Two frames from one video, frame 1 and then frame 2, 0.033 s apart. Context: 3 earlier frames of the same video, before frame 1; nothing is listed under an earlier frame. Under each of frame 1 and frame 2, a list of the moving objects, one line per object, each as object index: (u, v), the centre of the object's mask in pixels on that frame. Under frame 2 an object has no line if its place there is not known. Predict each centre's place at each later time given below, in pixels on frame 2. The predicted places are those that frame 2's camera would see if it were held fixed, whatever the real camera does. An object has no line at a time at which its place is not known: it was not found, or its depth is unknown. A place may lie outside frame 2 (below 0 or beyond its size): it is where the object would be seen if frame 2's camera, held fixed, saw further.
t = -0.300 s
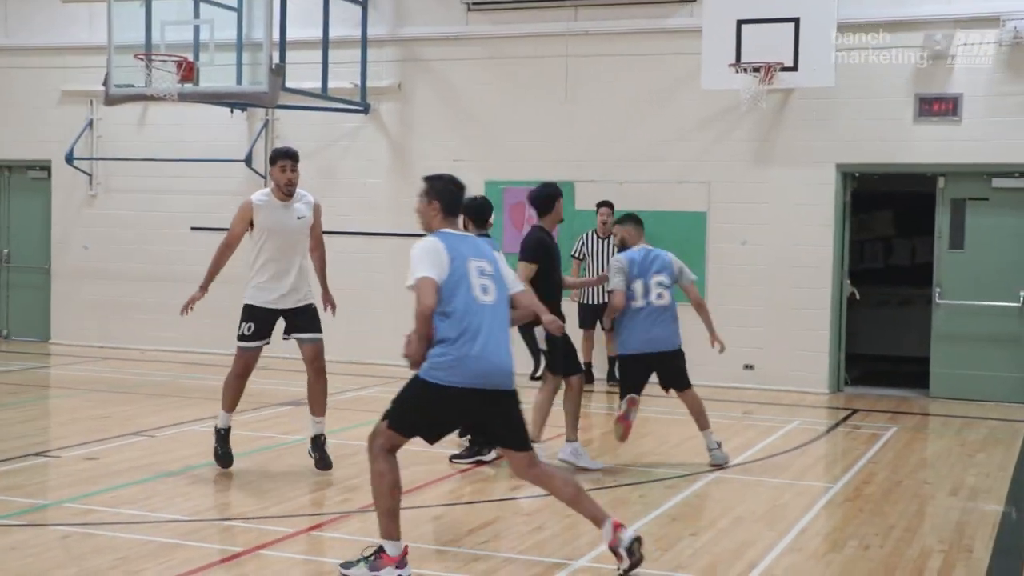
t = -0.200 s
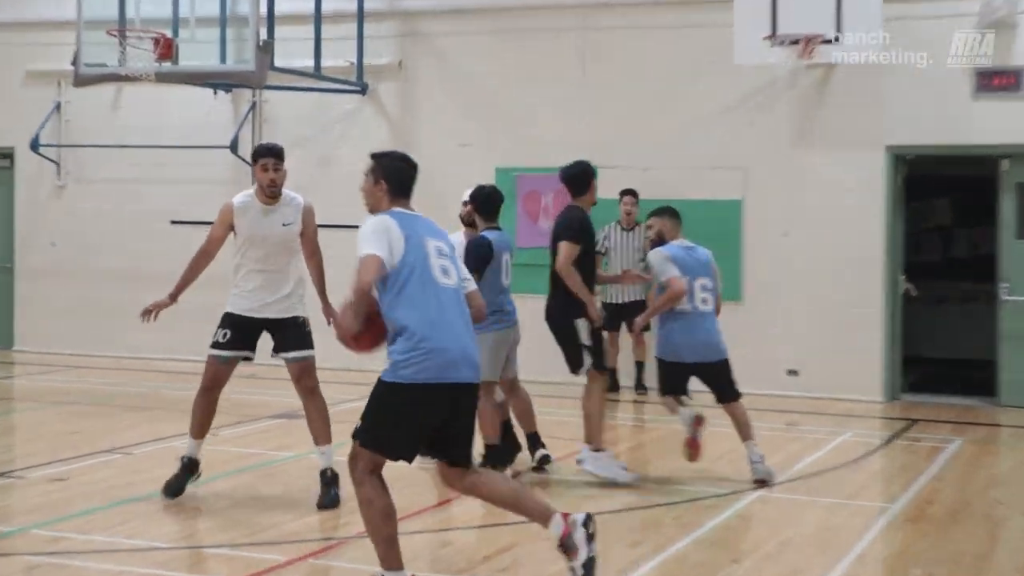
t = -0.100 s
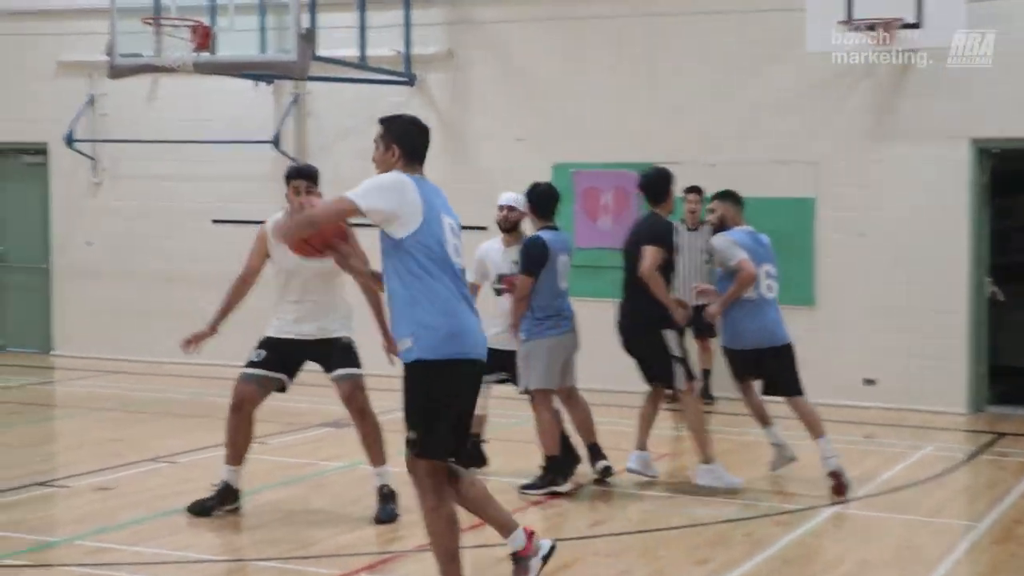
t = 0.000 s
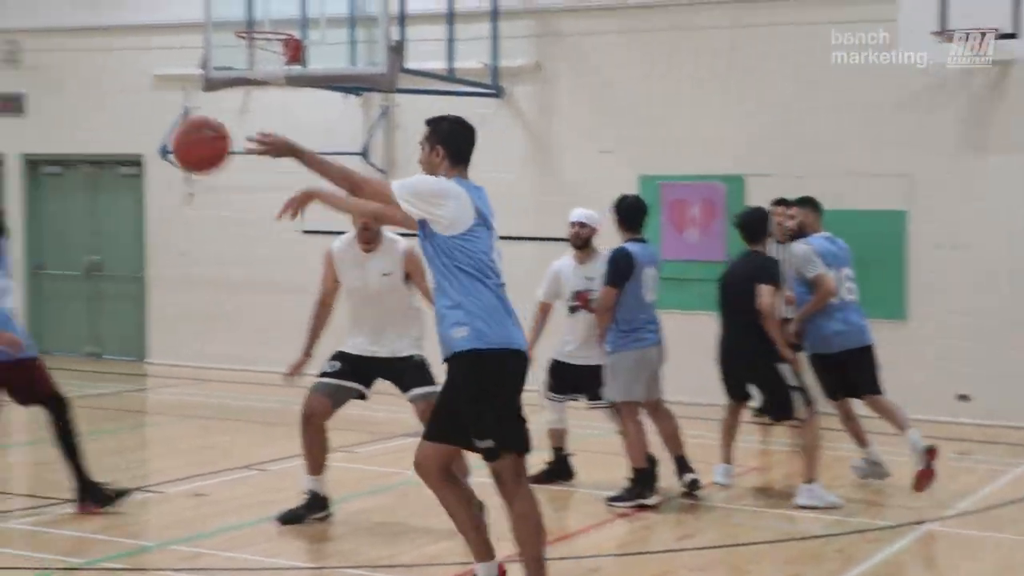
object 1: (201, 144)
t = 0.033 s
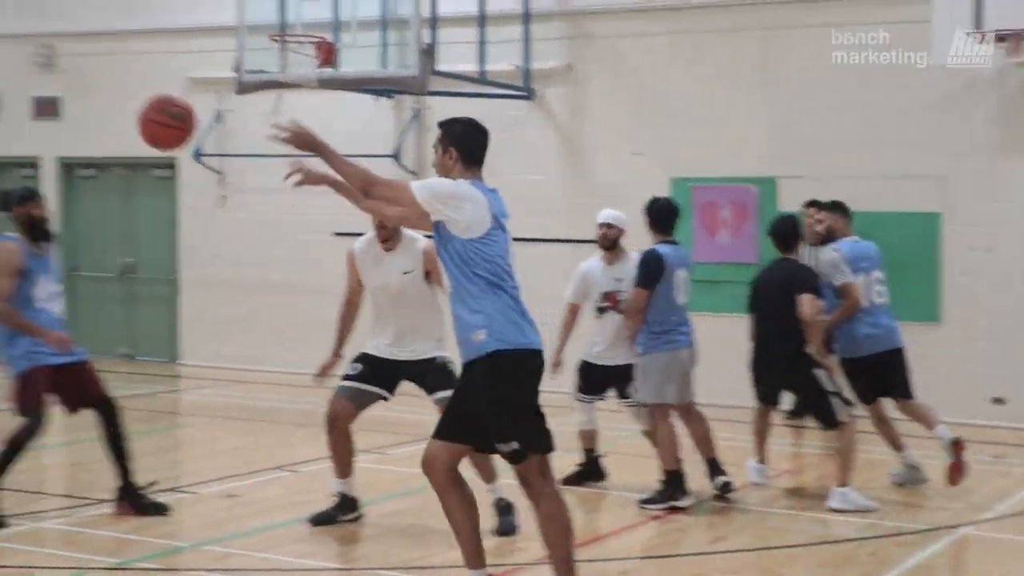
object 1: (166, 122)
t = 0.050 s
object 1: (133, 111)
